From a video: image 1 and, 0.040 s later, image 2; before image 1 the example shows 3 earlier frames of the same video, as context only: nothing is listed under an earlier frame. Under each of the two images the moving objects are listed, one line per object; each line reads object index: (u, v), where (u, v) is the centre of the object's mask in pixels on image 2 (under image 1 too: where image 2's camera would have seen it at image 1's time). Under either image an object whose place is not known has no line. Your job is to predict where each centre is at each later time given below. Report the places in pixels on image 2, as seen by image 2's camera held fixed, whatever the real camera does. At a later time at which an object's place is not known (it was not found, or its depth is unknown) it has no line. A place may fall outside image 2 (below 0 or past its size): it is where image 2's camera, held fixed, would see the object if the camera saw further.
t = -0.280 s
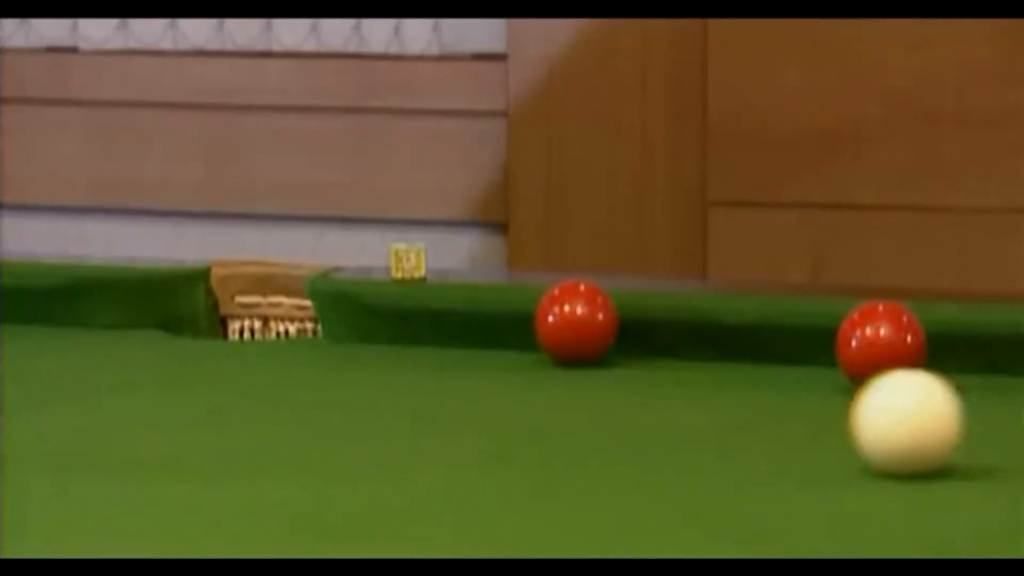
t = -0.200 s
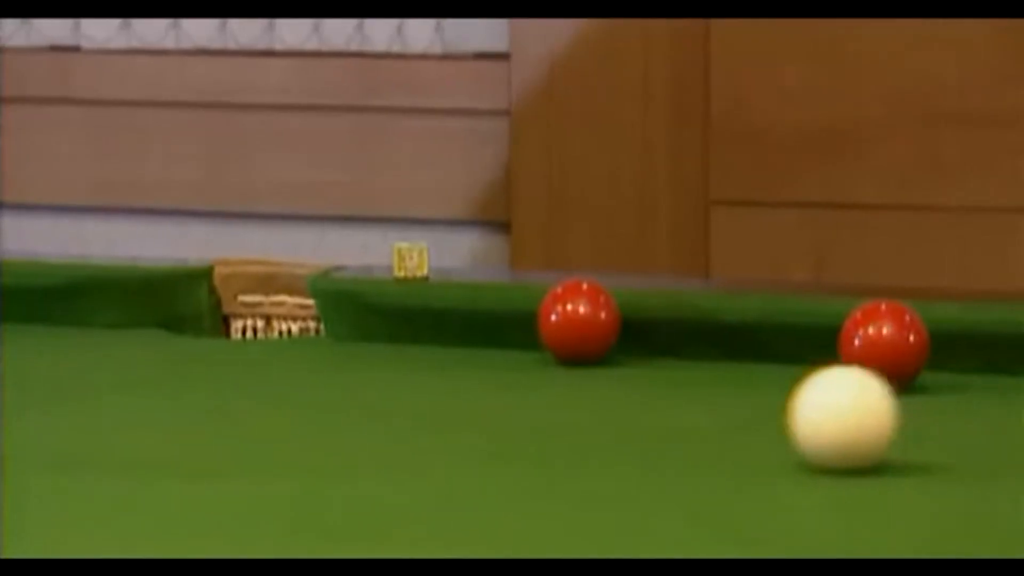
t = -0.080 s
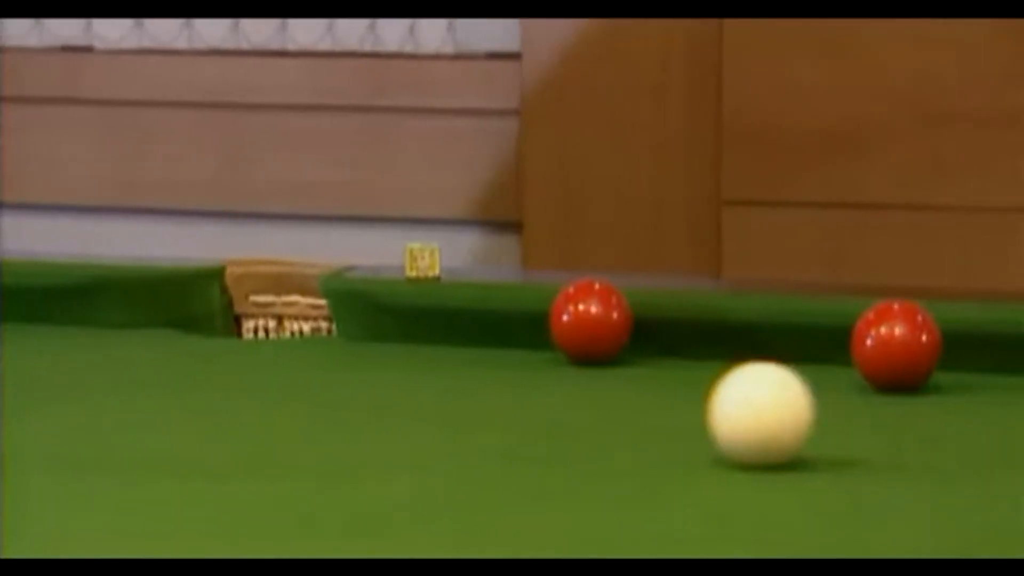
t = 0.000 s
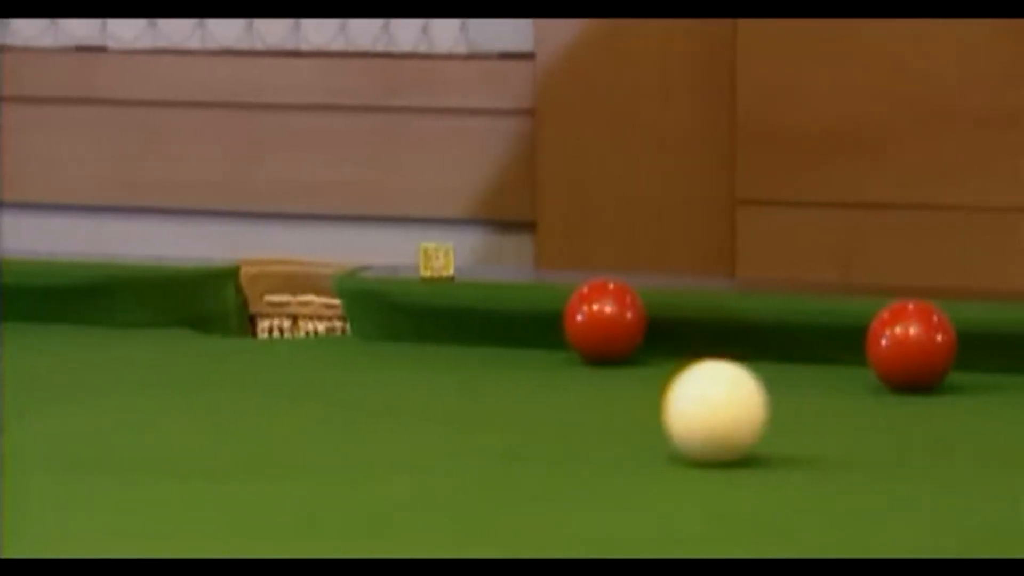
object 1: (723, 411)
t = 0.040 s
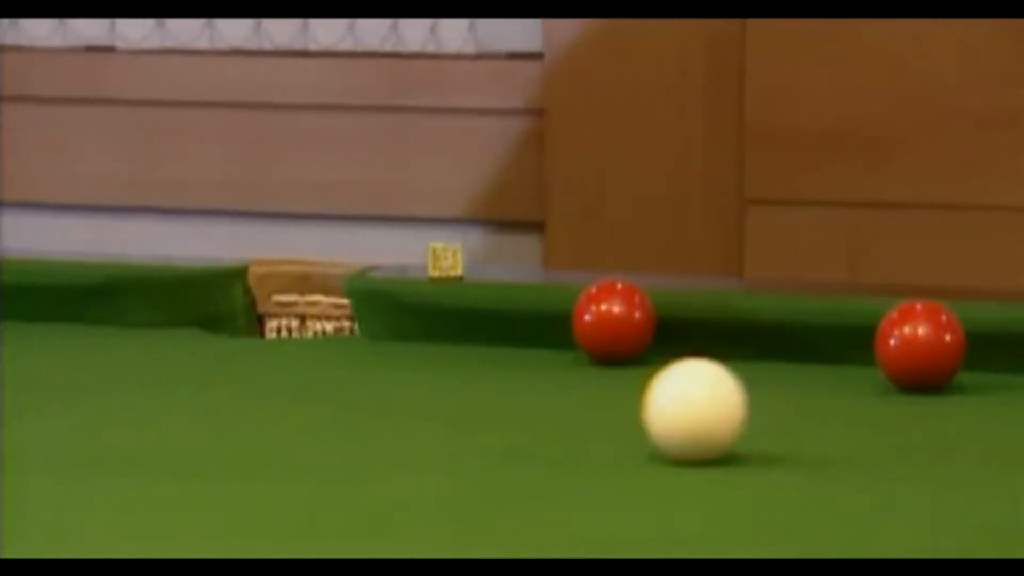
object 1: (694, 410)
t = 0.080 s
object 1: (663, 408)
